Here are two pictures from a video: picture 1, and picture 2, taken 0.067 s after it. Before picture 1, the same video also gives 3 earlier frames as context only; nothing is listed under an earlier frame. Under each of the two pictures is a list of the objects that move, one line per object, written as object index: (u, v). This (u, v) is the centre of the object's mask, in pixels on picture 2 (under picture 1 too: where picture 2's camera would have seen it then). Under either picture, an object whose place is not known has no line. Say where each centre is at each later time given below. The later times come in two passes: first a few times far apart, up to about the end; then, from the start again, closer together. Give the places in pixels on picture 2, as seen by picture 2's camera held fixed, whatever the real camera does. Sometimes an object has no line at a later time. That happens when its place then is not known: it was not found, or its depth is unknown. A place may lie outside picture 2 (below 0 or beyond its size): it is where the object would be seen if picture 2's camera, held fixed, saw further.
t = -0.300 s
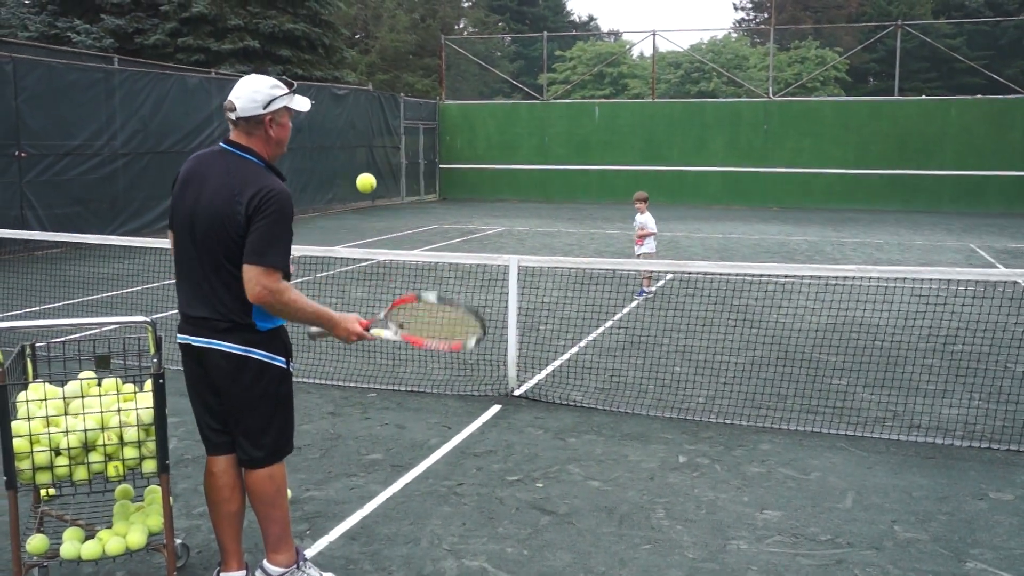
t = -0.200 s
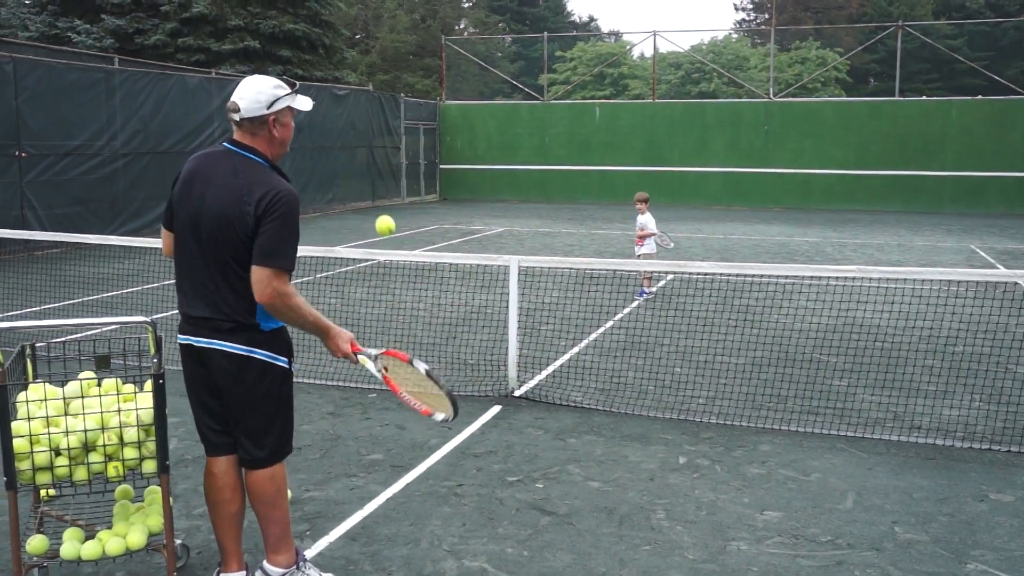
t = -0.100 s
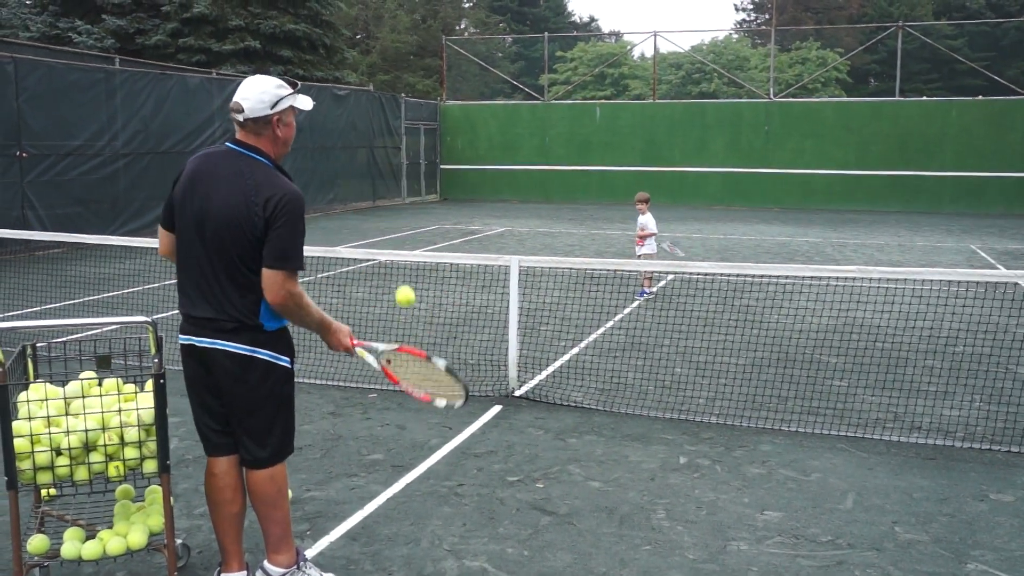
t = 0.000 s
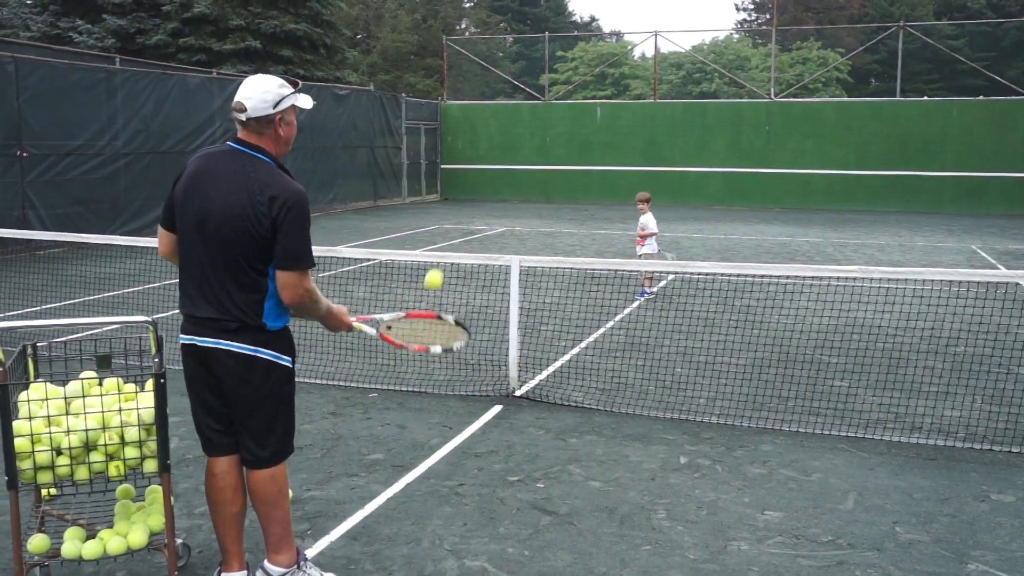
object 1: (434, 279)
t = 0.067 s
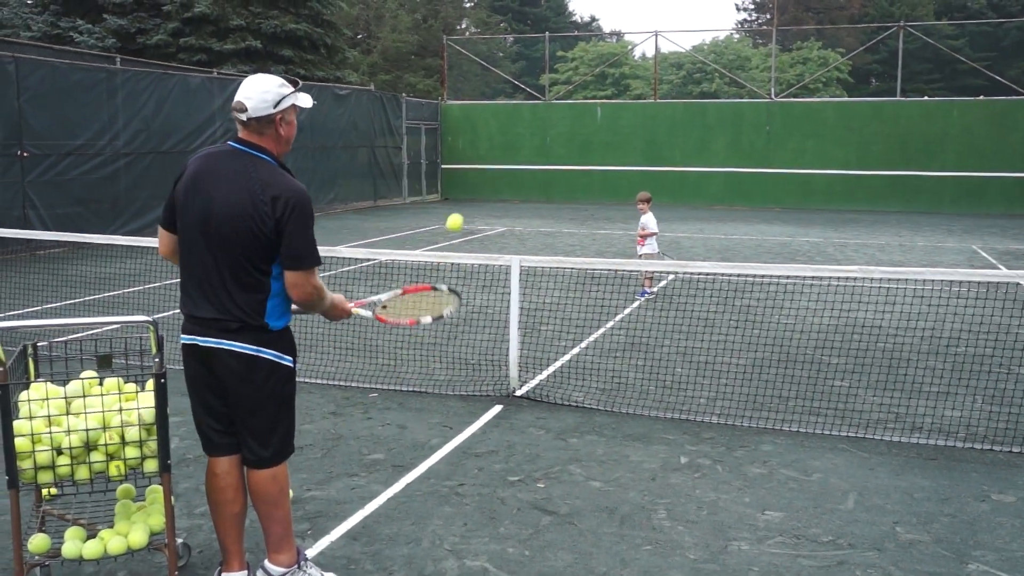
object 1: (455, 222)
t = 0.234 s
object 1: (494, 152)
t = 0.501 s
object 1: (534, 166)
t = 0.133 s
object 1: (472, 184)
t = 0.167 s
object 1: (480, 170)
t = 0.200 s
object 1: (487, 159)
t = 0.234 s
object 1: (494, 152)
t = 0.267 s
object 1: (500, 147)
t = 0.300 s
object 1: (506, 144)
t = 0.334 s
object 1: (512, 144)
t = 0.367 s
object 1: (517, 145)
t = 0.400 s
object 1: (521, 148)
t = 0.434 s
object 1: (526, 153)
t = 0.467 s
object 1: (530, 159)
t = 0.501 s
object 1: (534, 166)
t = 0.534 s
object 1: (538, 175)
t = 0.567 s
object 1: (541, 184)
